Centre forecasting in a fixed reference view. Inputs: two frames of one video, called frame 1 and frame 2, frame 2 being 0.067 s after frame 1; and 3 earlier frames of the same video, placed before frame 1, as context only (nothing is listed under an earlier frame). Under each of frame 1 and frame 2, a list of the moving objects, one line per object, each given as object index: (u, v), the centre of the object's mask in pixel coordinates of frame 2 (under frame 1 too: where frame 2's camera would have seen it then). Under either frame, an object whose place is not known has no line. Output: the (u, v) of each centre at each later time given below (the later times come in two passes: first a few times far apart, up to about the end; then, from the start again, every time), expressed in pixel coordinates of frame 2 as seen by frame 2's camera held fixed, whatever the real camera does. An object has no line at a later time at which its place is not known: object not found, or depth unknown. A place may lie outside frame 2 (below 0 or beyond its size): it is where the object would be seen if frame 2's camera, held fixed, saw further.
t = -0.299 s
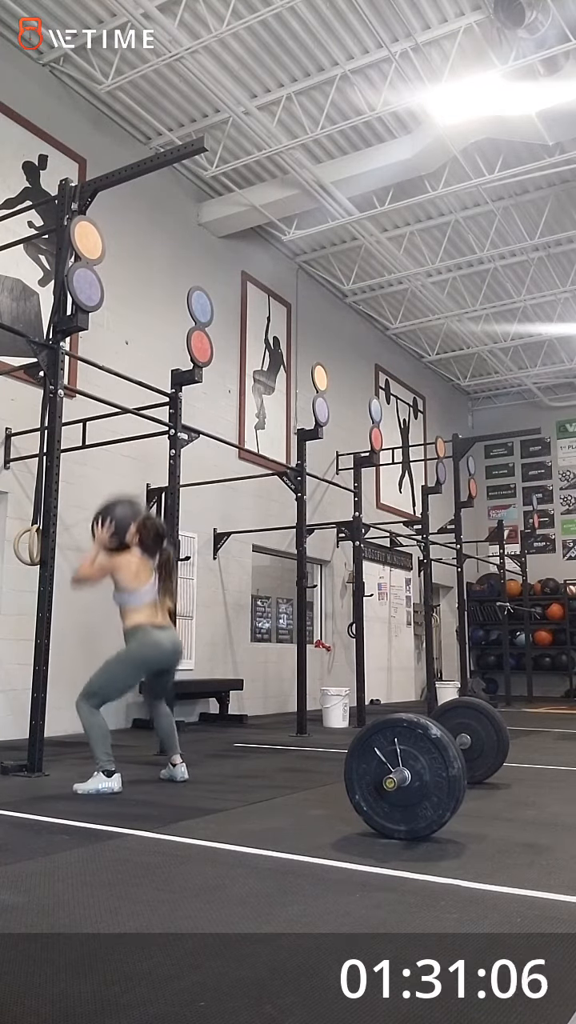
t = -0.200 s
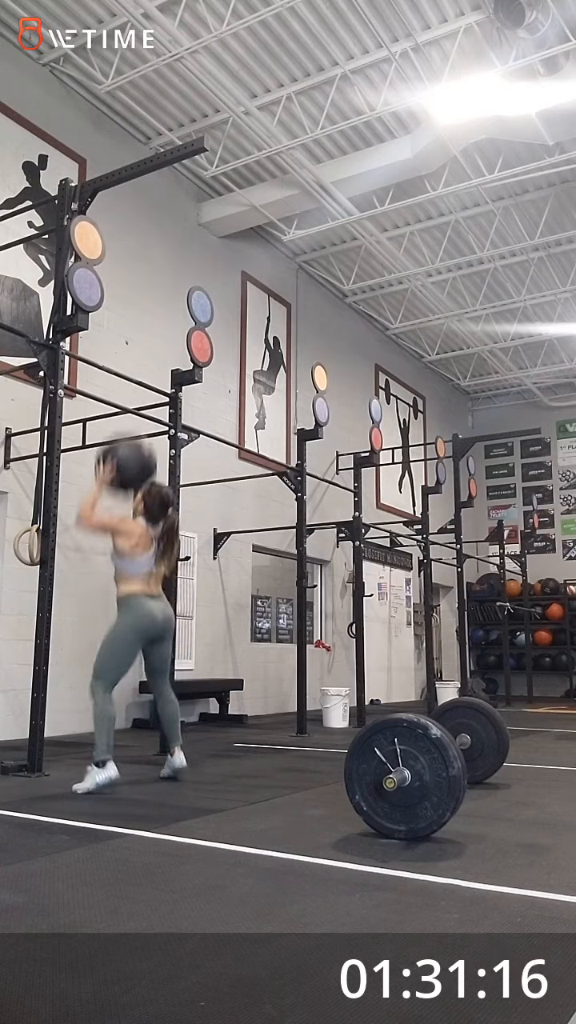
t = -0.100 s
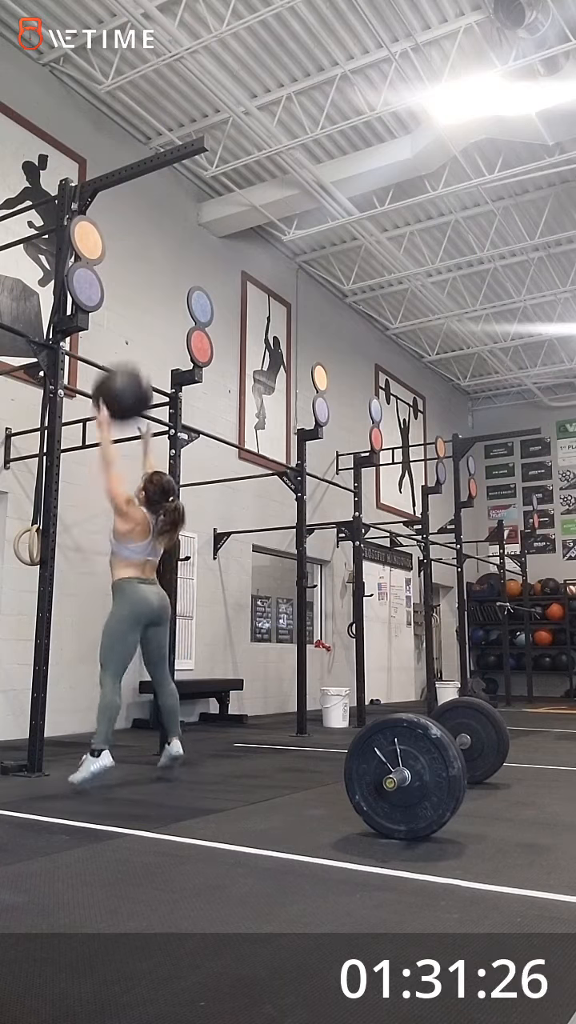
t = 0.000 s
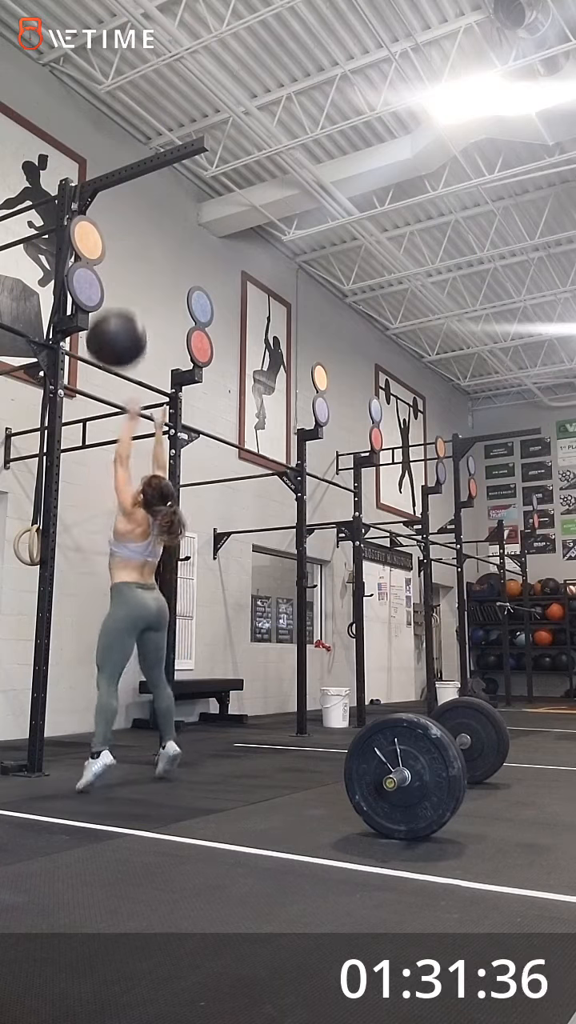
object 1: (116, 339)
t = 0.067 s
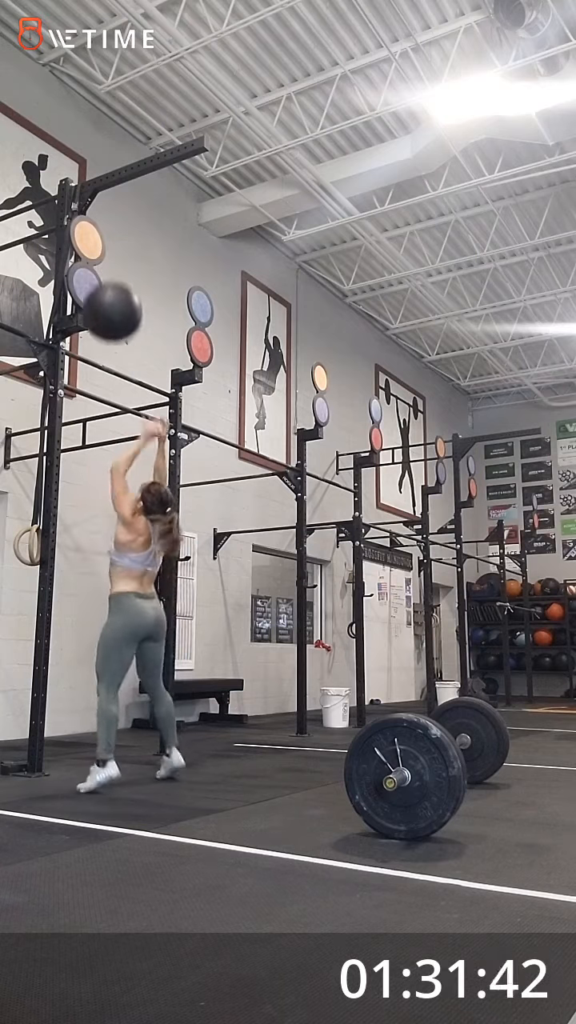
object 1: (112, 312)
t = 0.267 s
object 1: (100, 277)
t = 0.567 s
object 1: (114, 333)
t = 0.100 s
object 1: (103, 296)
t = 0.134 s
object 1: (102, 289)
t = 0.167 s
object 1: (101, 285)
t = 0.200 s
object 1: (100, 281)
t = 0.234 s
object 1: (100, 278)
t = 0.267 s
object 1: (100, 277)
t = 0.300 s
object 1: (101, 277)
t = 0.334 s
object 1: (102, 278)
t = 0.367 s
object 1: (102, 280)
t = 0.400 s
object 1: (103, 283)
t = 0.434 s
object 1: (104, 287)
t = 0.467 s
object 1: (104, 293)
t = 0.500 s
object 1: (104, 300)
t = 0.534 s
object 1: (113, 319)
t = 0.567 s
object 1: (114, 333)
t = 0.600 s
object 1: (114, 347)
